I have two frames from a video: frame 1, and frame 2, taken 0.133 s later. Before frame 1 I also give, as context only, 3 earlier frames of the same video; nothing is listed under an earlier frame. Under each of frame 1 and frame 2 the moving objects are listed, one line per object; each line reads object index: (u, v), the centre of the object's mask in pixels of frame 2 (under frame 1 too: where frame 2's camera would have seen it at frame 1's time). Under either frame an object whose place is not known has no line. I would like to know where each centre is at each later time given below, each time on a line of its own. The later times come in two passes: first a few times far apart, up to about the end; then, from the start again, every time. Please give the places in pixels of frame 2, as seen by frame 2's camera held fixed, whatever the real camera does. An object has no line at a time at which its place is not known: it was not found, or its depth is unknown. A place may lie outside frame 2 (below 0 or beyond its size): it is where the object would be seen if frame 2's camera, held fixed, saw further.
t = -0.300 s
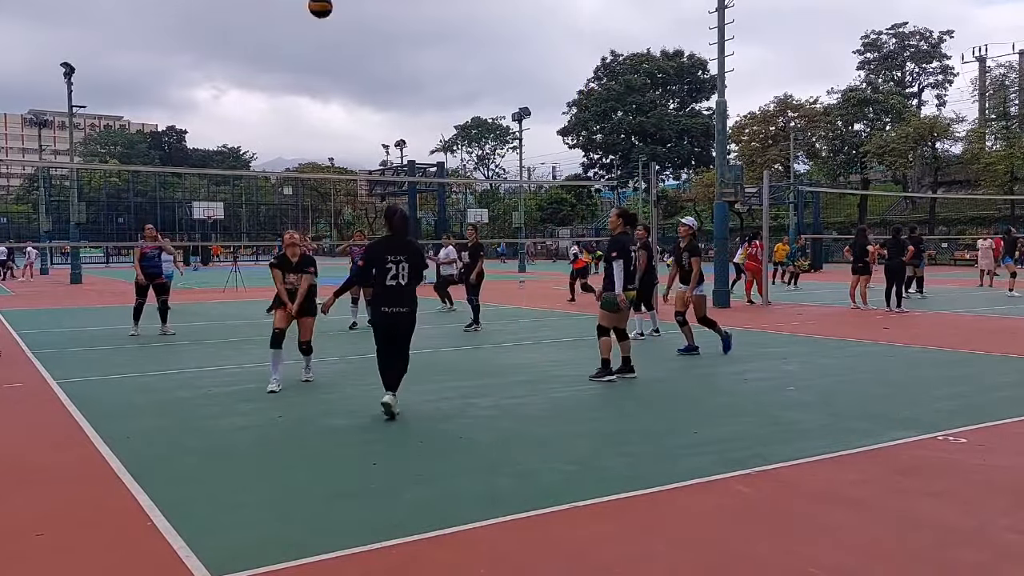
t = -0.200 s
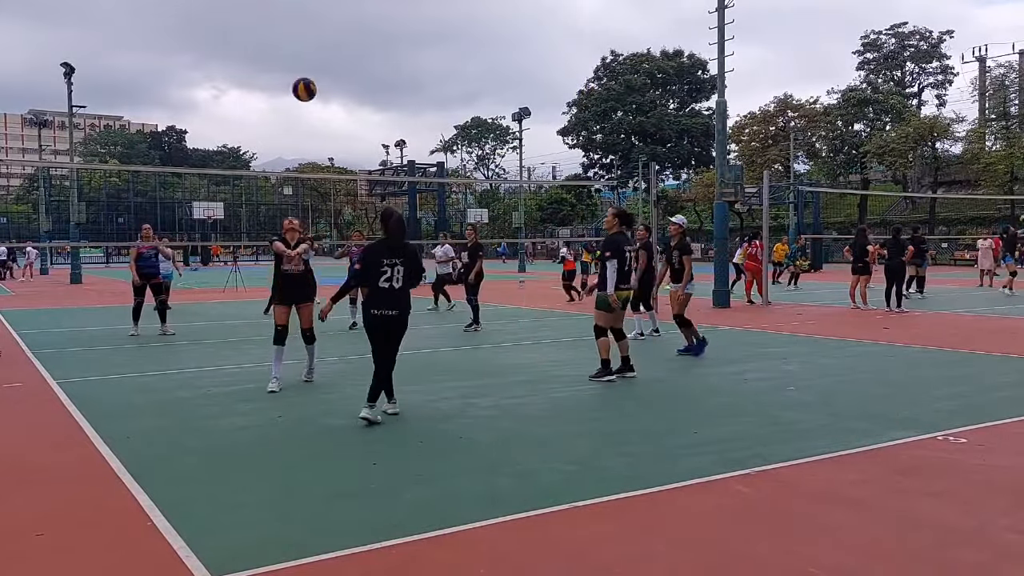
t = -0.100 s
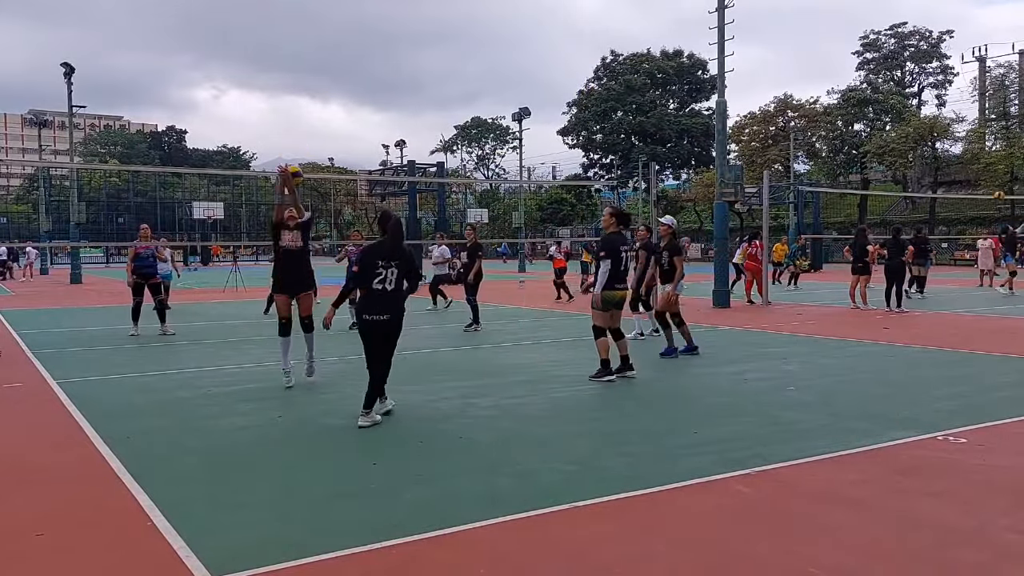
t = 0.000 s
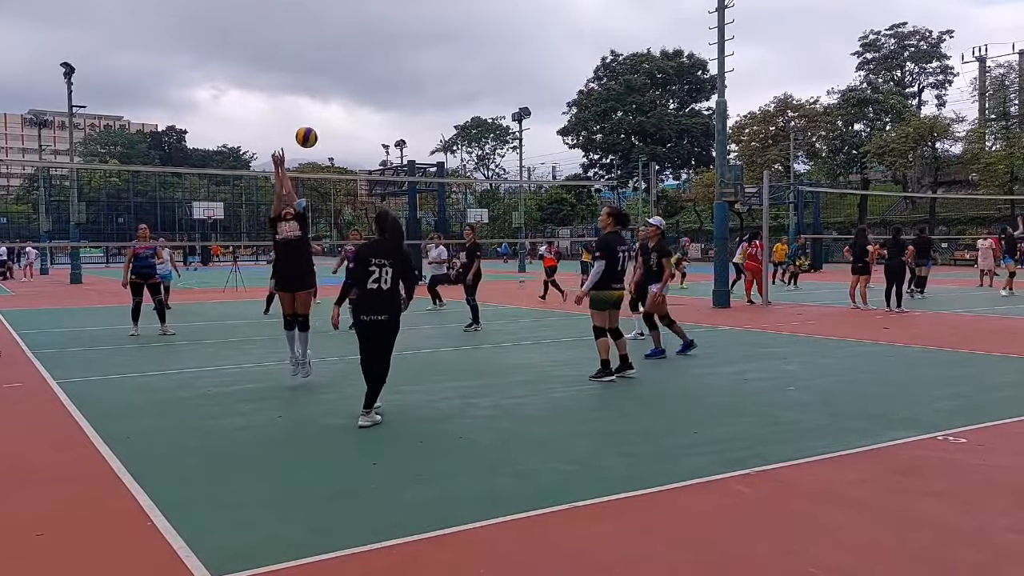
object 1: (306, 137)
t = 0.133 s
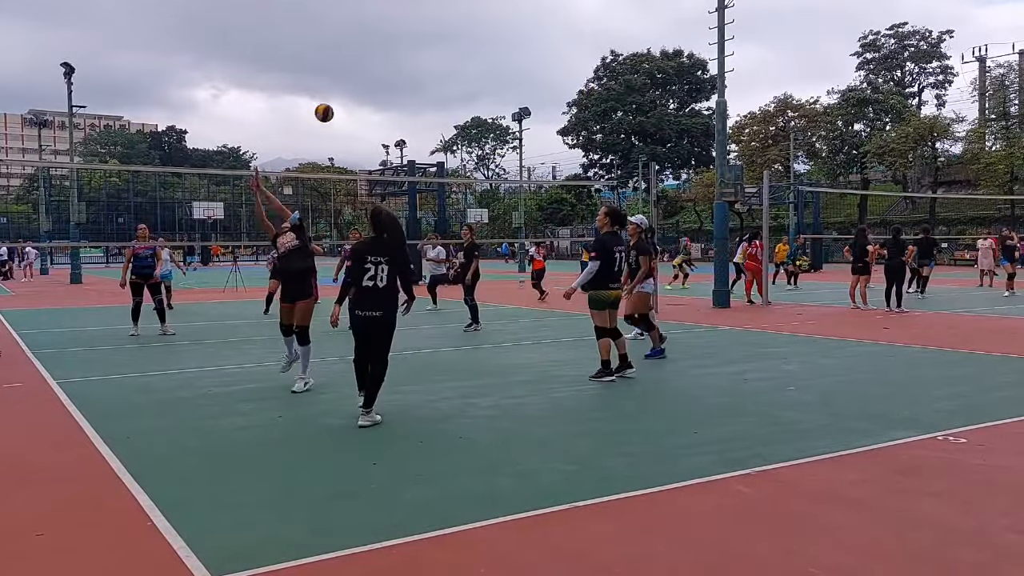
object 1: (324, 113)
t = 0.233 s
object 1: (335, 109)
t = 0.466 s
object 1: (356, 133)
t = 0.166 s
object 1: (328, 111)
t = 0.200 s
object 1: (331, 109)
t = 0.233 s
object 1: (335, 109)
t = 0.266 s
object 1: (339, 110)
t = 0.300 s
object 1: (342, 112)
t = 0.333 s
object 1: (345, 115)
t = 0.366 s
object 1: (348, 118)
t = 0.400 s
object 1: (351, 122)
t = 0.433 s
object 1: (354, 127)
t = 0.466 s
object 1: (356, 133)
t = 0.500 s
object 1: (359, 139)
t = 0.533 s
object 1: (361, 146)
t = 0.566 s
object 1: (364, 153)
